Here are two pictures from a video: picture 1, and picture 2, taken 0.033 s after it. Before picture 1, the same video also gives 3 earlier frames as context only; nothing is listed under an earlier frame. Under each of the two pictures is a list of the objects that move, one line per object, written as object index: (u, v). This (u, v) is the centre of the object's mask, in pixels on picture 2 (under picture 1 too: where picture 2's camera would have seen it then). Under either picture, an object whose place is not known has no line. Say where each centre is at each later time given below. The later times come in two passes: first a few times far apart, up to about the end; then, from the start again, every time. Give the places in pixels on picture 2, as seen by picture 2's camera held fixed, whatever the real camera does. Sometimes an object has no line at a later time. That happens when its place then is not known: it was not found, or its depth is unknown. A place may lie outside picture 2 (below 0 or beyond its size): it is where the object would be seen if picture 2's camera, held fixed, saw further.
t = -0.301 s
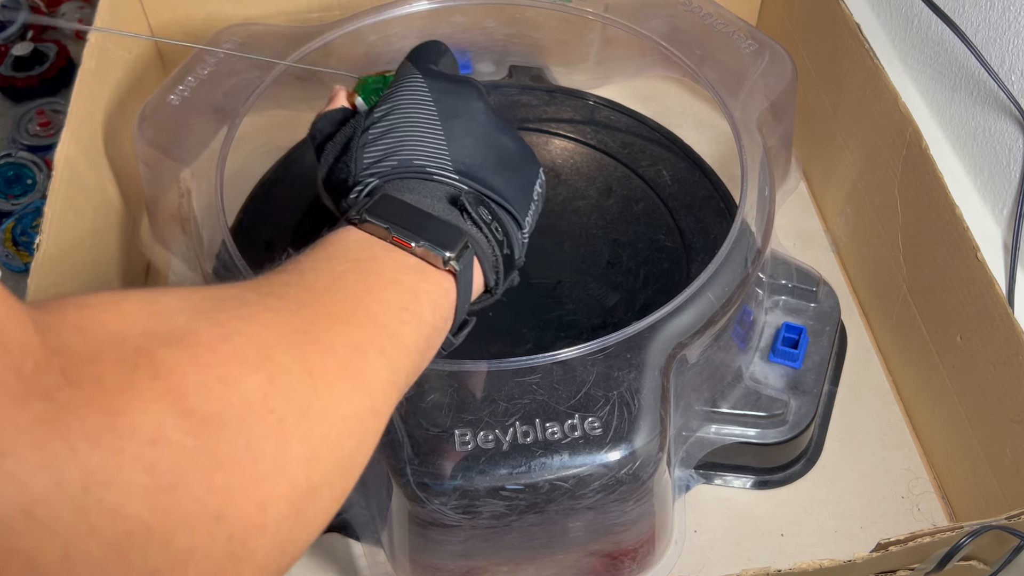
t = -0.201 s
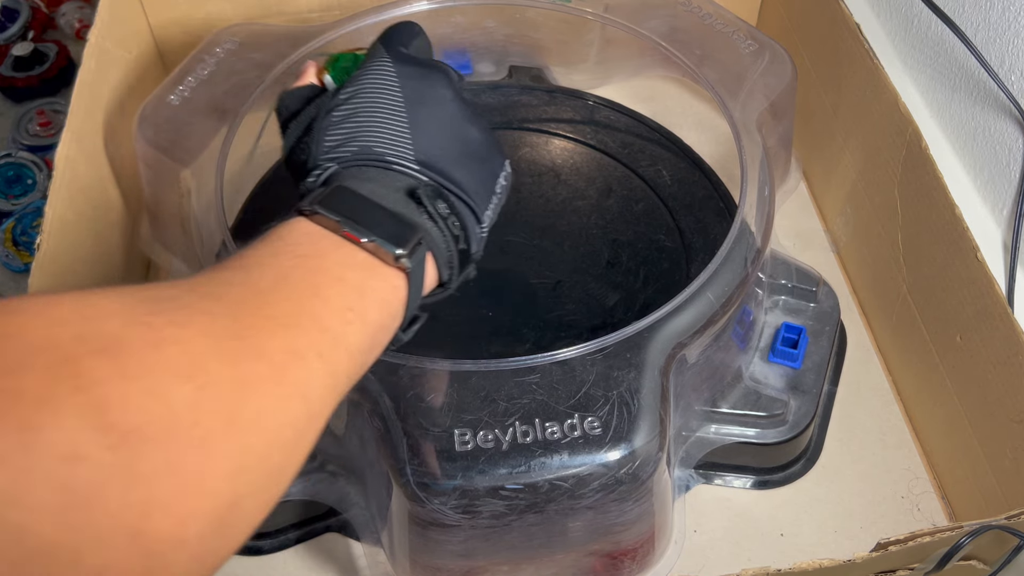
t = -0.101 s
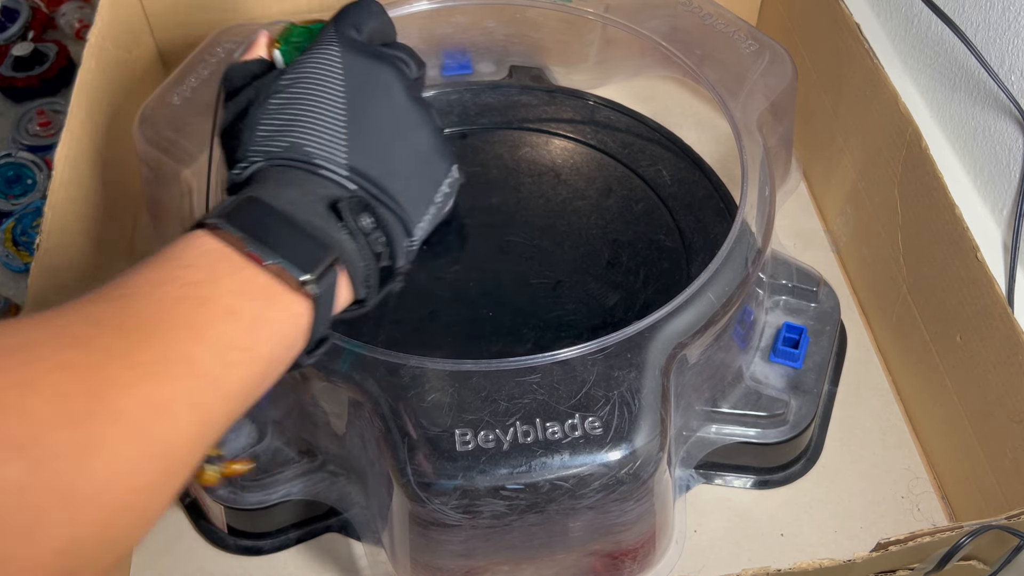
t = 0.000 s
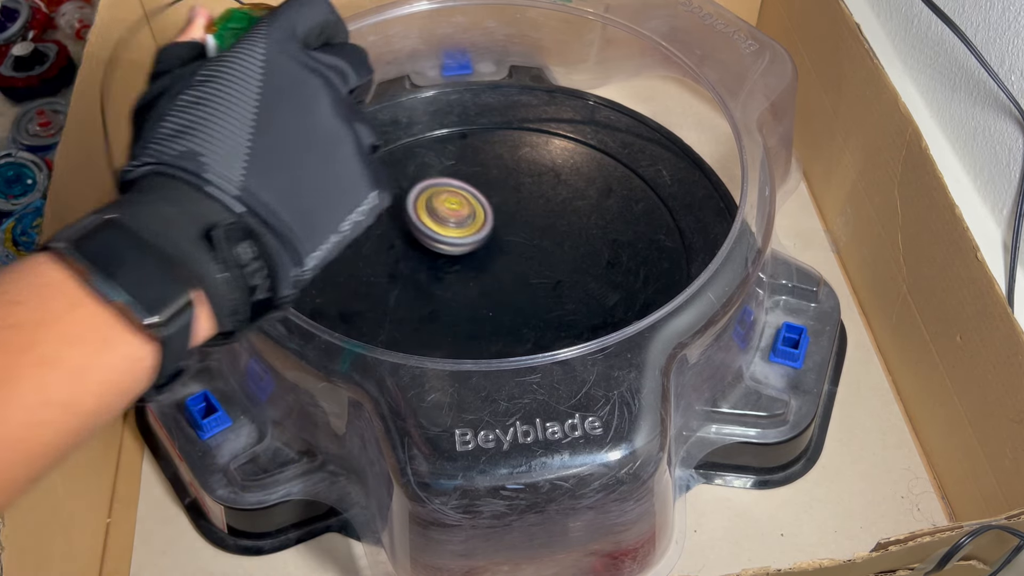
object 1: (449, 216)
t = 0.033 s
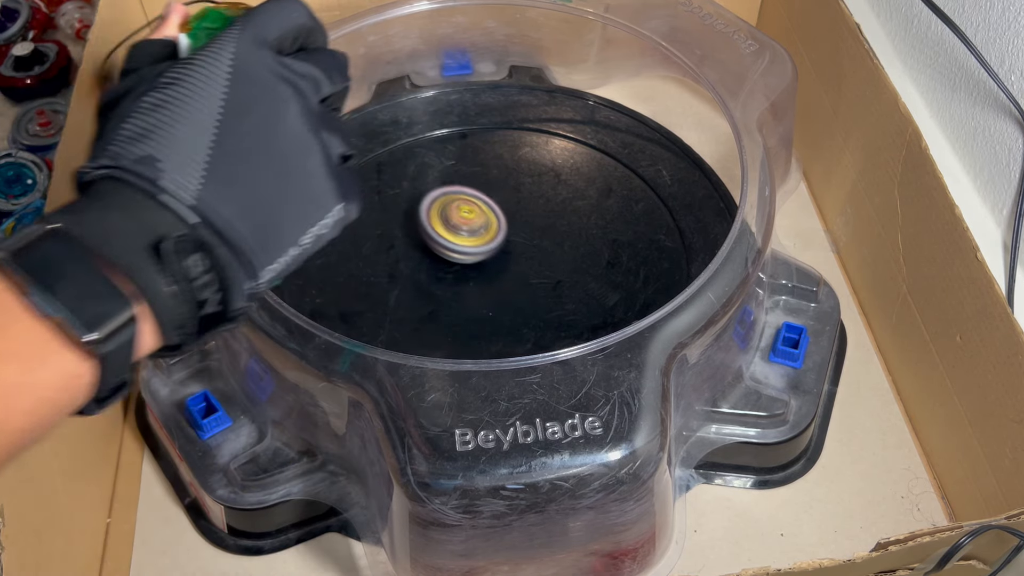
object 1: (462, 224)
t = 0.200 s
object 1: (513, 260)
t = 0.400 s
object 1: (516, 278)
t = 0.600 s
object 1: (484, 249)
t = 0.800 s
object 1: (446, 191)
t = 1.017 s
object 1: (410, 181)
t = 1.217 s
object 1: (408, 233)
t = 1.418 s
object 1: (475, 269)
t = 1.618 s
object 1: (551, 234)
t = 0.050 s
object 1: (468, 228)
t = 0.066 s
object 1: (475, 232)
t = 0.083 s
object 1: (481, 236)
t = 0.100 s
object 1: (487, 240)
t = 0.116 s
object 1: (492, 244)
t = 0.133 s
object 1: (497, 247)
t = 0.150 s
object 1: (502, 251)
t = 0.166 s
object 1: (506, 254)
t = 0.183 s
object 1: (510, 257)
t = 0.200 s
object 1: (513, 260)
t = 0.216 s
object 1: (516, 263)
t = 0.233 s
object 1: (518, 266)
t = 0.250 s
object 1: (520, 268)
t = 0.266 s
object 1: (521, 270)
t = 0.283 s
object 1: (522, 272)
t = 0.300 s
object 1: (522, 274)
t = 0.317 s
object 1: (522, 275)
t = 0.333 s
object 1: (522, 276)
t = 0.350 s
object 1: (521, 277)
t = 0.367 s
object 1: (520, 278)
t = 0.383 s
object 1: (518, 278)
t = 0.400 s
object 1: (516, 278)
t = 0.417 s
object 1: (514, 278)
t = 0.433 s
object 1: (512, 277)
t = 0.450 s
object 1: (509, 276)
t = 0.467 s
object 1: (507, 275)
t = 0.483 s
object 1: (504, 273)
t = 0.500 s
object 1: (501, 270)
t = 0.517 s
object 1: (499, 268)
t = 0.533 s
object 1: (496, 264)
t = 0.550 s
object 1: (493, 261)
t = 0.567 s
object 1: (490, 257)
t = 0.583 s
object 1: (487, 253)
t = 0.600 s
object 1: (484, 249)
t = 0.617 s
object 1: (481, 244)
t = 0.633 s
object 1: (478, 239)
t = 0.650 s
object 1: (476, 234)
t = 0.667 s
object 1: (472, 229)
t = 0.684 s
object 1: (469, 224)
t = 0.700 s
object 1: (466, 219)
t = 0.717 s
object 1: (462, 213)
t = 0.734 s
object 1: (459, 209)
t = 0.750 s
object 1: (456, 204)
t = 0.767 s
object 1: (452, 199)
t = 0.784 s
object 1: (449, 195)
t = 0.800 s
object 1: (446, 191)
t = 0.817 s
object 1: (443, 187)
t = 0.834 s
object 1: (440, 184)
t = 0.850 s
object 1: (436, 181)
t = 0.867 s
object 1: (433, 179)
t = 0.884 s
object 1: (430, 177)
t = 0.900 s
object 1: (427, 176)
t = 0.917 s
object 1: (425, 175)
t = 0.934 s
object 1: (422, 175)
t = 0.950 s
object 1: (419, 176)
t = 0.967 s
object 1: (417, 176)
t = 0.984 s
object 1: (414, 177)
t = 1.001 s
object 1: (412, 179)
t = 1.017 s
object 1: (410, 181)
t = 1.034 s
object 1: (408, 184)
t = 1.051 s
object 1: (407, 186)
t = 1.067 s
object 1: (405, 190)
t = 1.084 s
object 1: (404, 194)
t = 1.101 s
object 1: (403, 198)
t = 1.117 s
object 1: (403, 202)
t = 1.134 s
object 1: (403, 207)
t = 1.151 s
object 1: (403, 212)
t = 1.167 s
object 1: (404, 217)
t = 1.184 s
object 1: (405, 222)
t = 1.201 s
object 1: (406, 228)
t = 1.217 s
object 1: (408, 233)
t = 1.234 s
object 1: (411, 238)
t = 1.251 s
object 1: (414, 242)
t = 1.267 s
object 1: (418, 247)
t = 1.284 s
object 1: (422, 251)
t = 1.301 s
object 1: (427, 255)
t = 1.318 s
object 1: (432, 259)
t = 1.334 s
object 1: (439, 262)
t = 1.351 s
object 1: (445, 264)
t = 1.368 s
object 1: (452, 266)
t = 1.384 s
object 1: (459, 267)
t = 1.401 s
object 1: (467, 268)
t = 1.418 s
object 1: (475, 269)
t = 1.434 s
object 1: (483, 268)
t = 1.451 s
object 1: (491, 267)
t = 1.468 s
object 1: (499, 266)
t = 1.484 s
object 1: (507, 264)
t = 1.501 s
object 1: (514, 261)
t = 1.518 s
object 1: (521, 258)
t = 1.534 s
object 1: (529, 255)
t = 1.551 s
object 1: (534, 251)
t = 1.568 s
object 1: (540, 247)
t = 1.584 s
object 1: (544, 242)
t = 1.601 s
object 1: (548, 238)
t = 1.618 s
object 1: (551, 234)
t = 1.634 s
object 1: (553, 229)
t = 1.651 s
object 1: (555, 225)
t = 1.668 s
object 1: (556, 221)
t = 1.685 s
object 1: (556, 217)
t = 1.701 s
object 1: (556, 212)
